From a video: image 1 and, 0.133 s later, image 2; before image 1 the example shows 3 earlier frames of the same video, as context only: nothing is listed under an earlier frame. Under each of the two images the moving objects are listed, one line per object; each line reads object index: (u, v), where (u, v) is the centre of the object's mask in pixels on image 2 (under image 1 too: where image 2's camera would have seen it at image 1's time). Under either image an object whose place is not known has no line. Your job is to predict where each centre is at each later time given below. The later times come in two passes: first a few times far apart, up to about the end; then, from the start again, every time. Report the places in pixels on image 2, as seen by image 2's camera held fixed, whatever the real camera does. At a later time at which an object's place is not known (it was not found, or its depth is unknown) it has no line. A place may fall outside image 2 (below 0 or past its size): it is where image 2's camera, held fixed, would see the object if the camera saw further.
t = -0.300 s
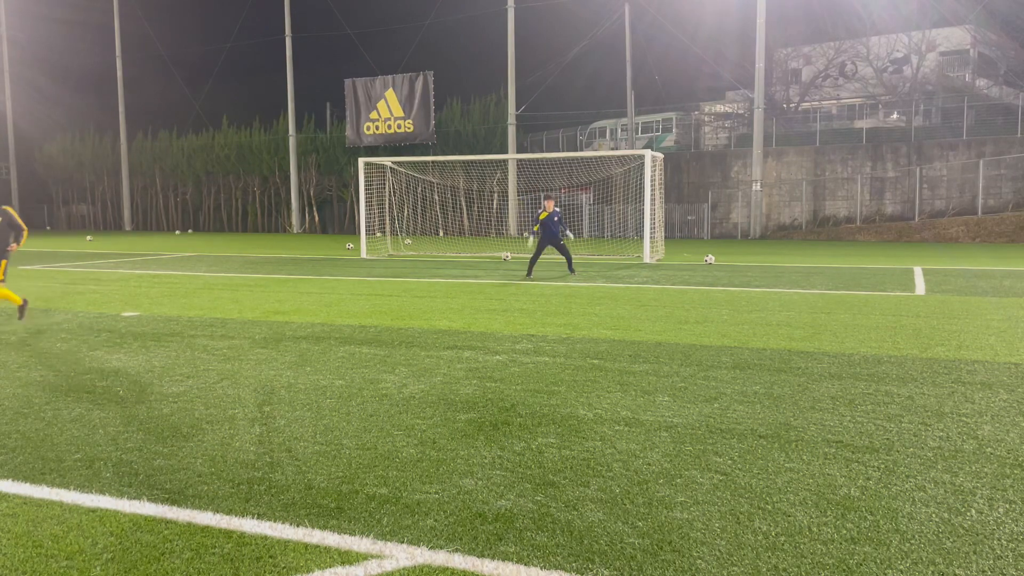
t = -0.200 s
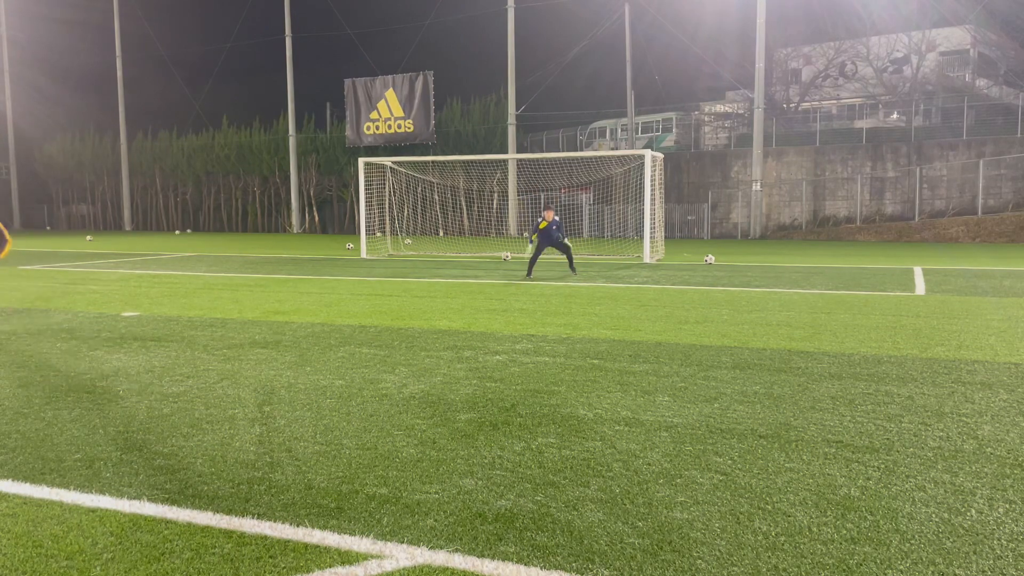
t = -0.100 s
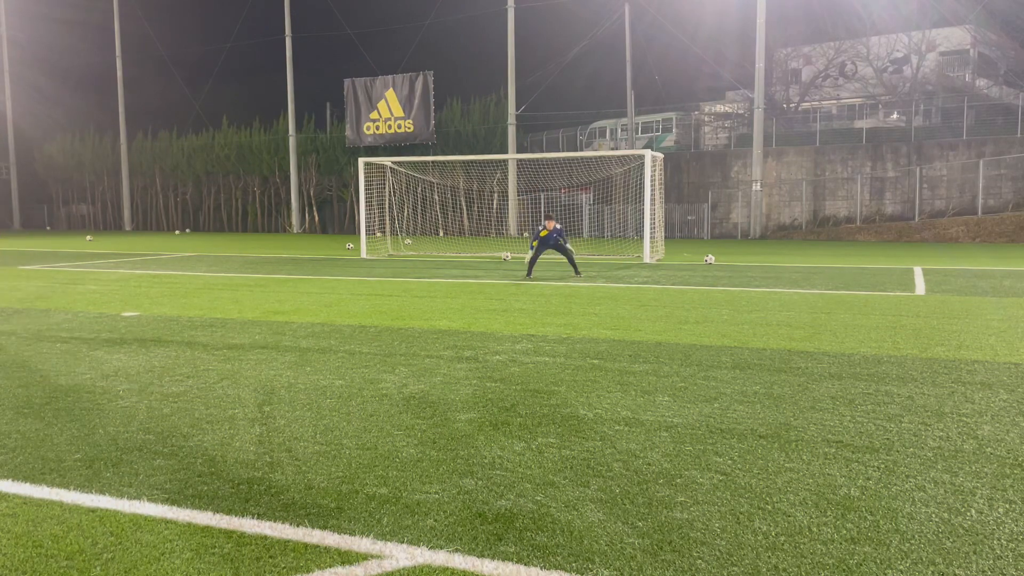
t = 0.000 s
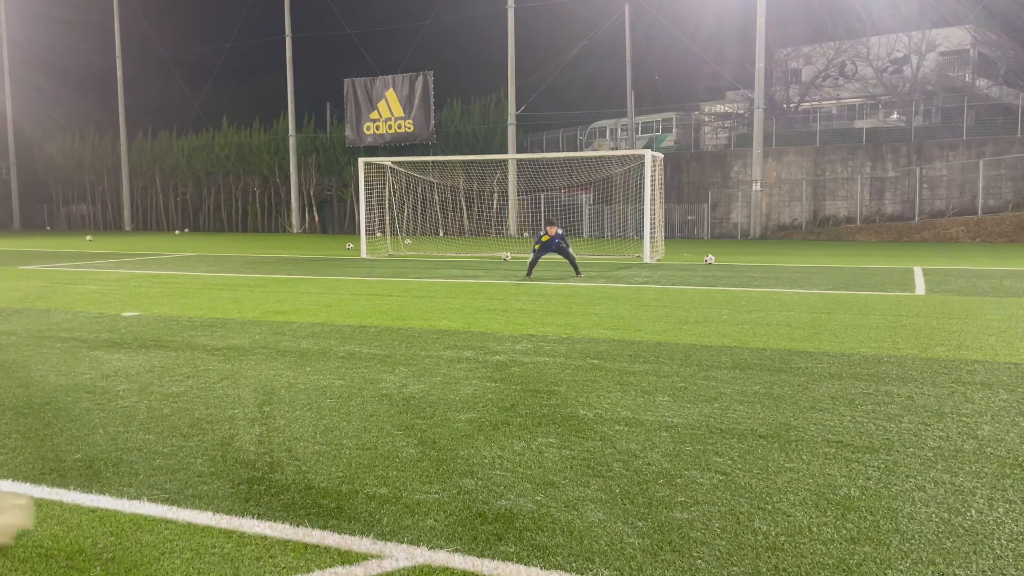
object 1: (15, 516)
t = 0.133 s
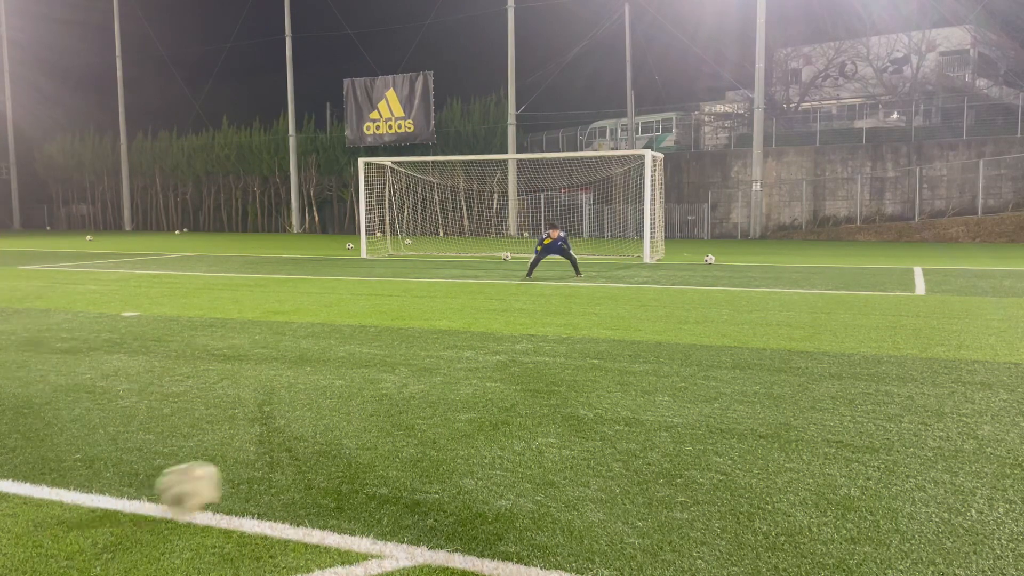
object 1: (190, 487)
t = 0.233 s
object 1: (311, 469)
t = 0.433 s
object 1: (508, 439)
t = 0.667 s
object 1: (685, 411)
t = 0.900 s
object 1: (822, 392)
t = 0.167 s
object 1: (231, 478)
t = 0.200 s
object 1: (273, 471)
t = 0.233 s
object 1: (311, 469)
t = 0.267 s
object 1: (348, 465)
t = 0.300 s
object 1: (383, 456)
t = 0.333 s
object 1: (417, 450)
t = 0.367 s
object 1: (450, 448)
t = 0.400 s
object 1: (479, 445)
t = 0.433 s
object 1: (508, 439)
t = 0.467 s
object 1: (536, 432)
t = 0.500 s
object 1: (563, 431)
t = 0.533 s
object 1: (589, 427)
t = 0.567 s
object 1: (614, 422)
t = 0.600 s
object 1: (638, 418)
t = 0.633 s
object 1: (663, 416)
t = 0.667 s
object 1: (685, 411)
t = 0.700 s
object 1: (706, 407)
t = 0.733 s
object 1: (728, 405)
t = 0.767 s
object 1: (748, 404)
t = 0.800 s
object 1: (767, 401)
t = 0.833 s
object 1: (786, 396)
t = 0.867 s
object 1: (803, 394)
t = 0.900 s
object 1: (822, 392)
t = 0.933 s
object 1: (839, 387)
